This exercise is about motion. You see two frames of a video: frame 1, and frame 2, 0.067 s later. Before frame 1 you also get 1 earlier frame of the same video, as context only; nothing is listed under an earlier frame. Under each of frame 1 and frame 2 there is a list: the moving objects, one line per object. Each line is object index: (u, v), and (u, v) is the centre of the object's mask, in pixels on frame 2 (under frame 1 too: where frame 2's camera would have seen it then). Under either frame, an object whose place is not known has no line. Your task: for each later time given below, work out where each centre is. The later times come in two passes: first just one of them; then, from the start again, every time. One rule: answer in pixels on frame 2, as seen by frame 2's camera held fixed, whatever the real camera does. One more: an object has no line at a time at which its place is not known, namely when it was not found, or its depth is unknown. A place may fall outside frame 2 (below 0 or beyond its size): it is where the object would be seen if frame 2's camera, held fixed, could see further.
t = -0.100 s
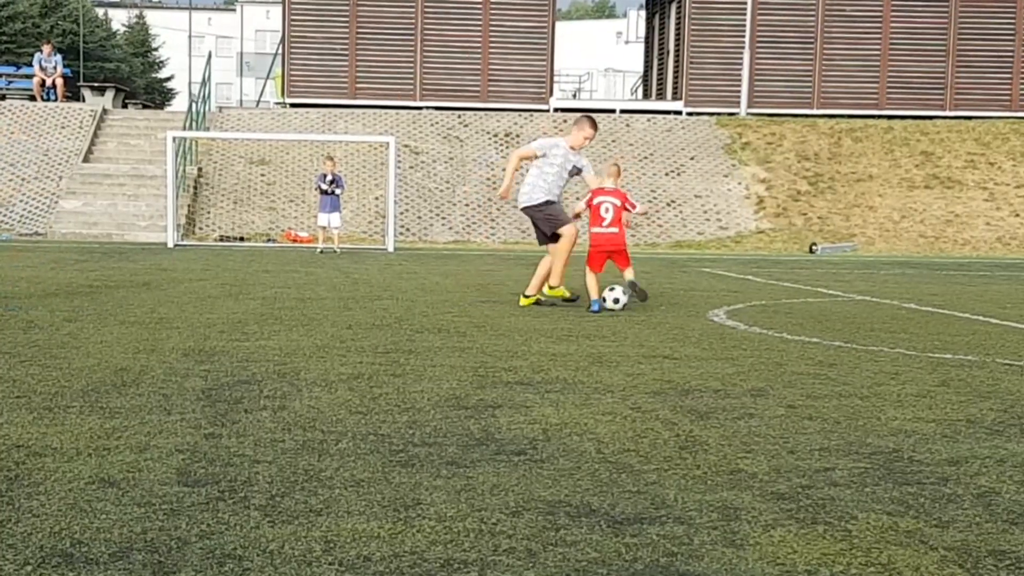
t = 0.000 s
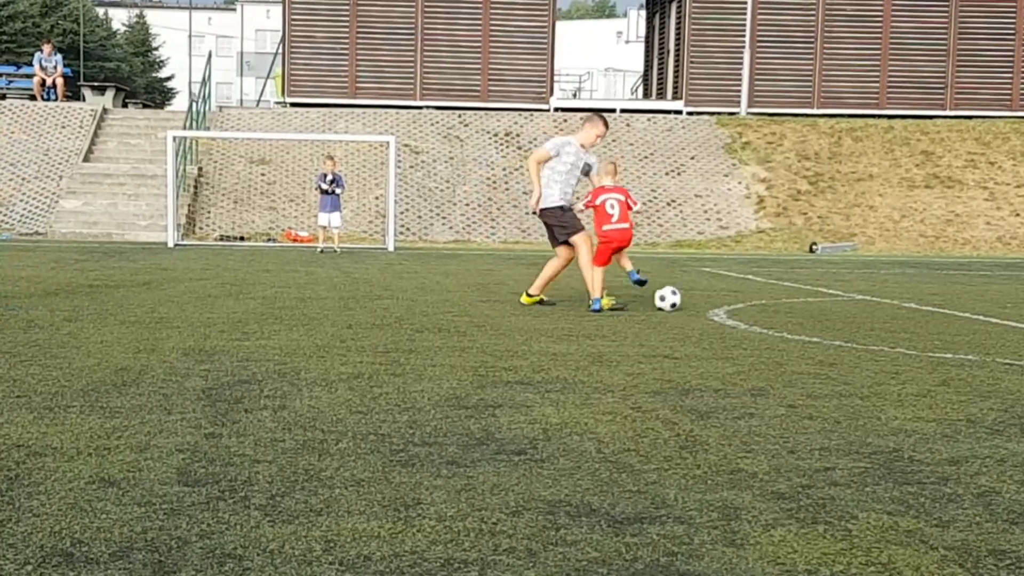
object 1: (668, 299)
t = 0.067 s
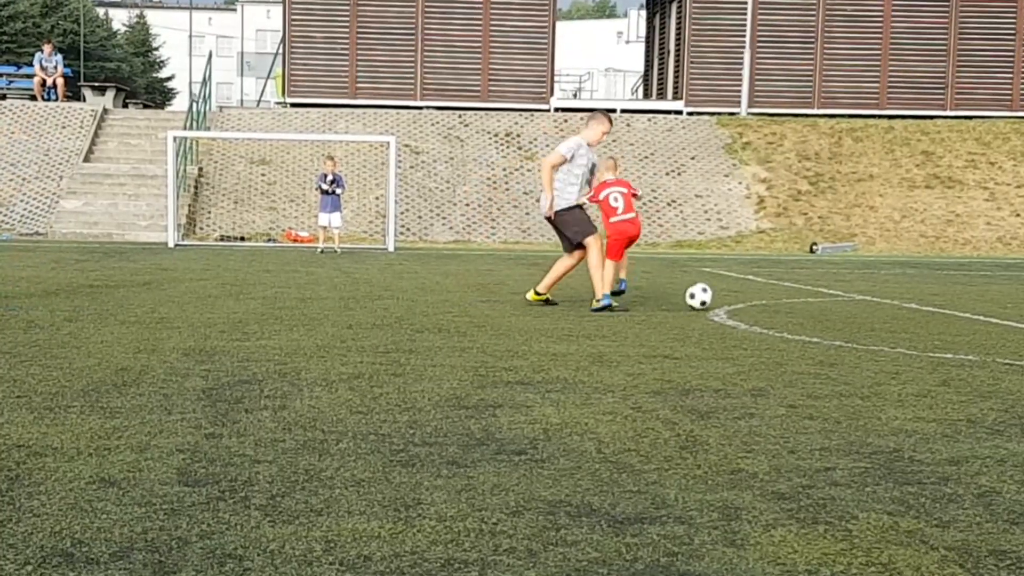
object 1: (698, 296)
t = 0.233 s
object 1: (759, 294)
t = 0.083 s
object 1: (706, 297)
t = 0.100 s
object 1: (714, 298)
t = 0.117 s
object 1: (721, 298)
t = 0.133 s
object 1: (729, 299)
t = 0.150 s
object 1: (734, 298)
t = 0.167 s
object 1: (739, 297)
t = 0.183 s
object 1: (744, 295)
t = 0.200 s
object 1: (749, 294)
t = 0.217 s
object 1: (755, 294)
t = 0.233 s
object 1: (759, 294)
